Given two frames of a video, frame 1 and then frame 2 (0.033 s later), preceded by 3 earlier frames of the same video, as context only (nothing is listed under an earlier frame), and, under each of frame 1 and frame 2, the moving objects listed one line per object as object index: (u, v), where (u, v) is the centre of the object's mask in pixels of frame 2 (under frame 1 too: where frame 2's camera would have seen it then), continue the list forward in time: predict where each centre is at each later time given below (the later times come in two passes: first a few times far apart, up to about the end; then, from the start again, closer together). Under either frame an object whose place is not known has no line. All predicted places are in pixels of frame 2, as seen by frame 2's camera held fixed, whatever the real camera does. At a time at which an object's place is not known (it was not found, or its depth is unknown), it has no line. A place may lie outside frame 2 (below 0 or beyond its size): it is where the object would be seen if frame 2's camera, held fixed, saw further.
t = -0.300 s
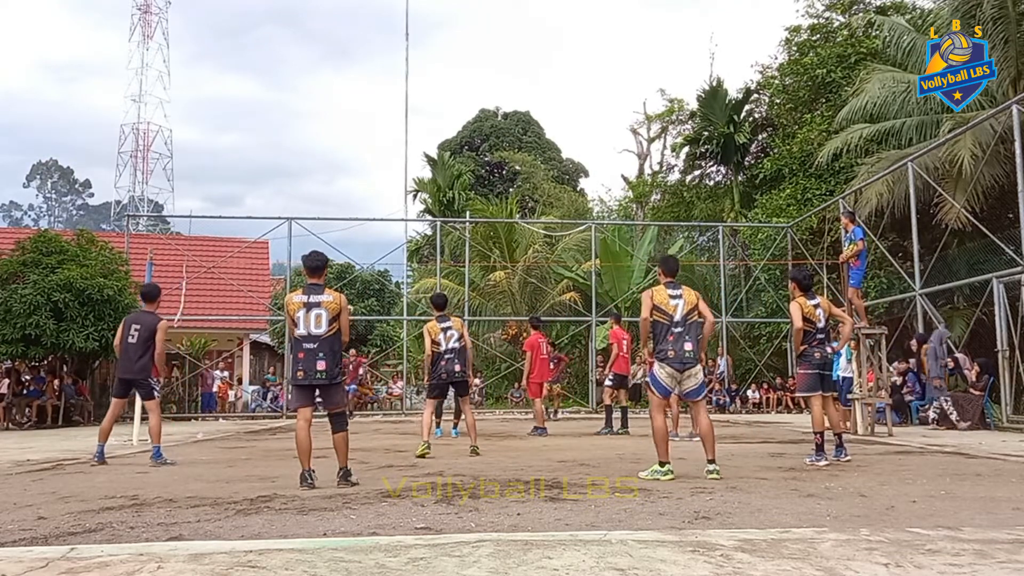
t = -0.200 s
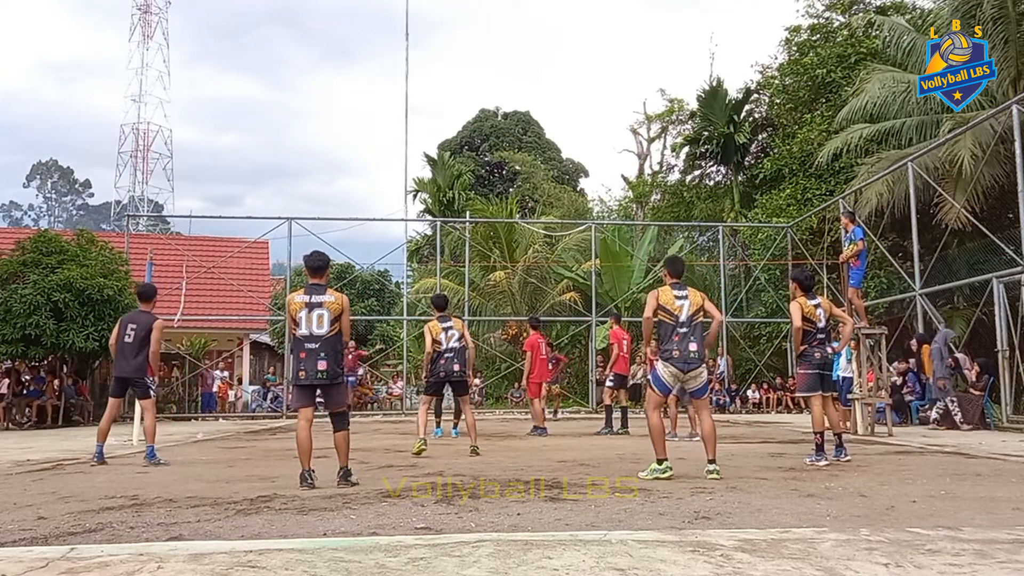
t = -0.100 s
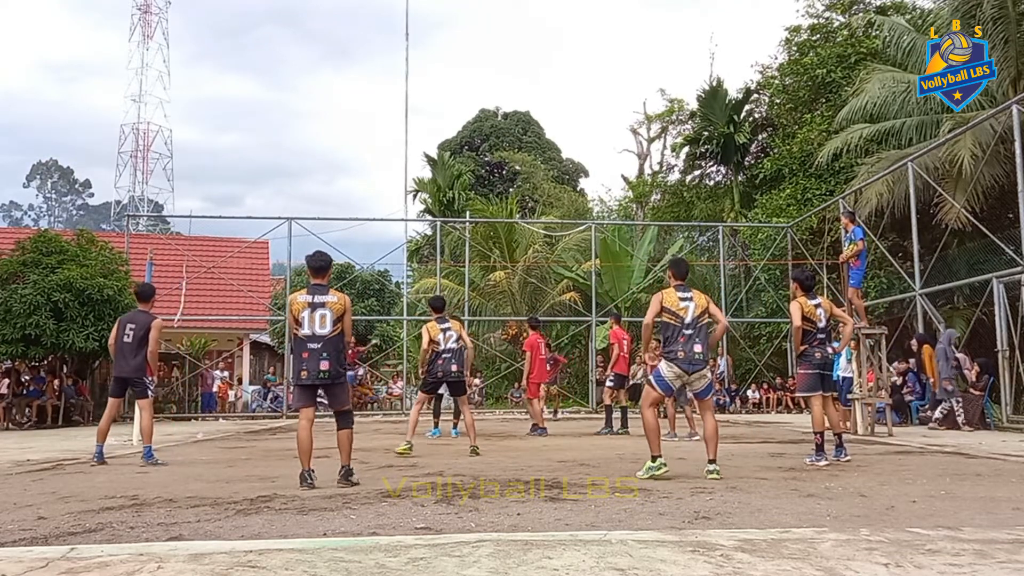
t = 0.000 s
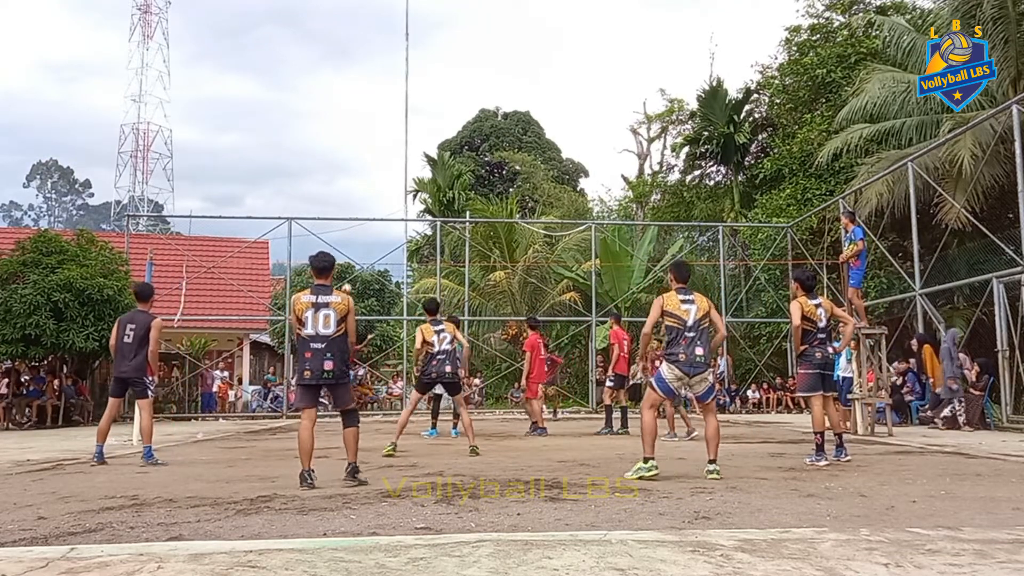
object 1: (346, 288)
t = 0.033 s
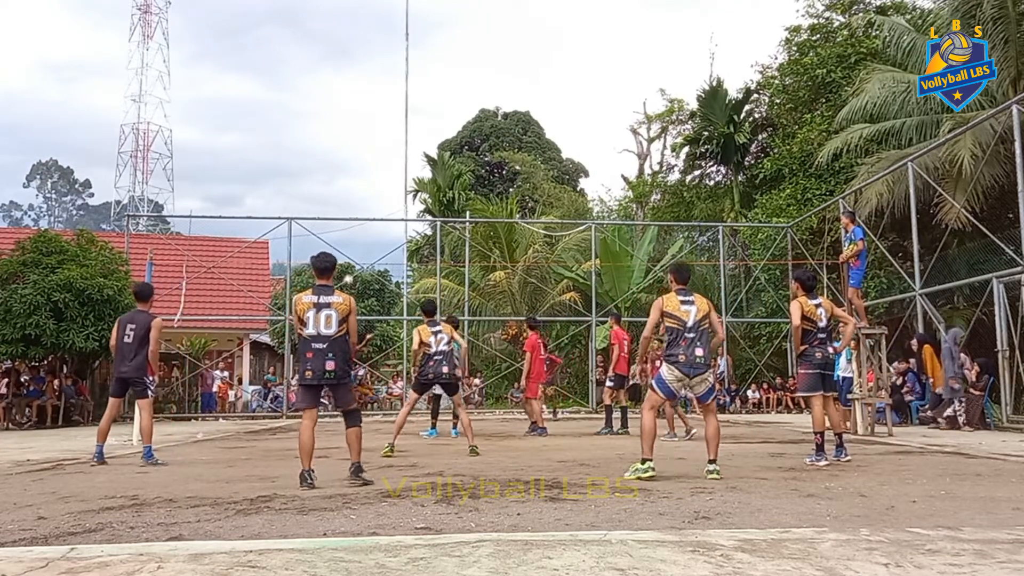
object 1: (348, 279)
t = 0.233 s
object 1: (358, 238)
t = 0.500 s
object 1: (377, 201)
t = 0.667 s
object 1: (392, 197)
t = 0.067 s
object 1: (348, 272)
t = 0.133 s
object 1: (353, 258)
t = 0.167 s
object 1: (354, 251)
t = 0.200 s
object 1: (356, 245)
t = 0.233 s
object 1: (358, 238)
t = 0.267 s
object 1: (360, 232)
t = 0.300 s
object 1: (362, 226)
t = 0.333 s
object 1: (364, 221)
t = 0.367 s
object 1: (367, 216)
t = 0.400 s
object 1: (369, 211)
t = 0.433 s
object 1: (372, 208)
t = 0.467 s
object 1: (374, 204)
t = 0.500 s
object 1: (377, 201)
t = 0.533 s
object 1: (380, 199)
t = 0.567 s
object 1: (383, 197)
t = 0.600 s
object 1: (386, 196)
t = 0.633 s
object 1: (389, 196)
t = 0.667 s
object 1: (392, 197)
